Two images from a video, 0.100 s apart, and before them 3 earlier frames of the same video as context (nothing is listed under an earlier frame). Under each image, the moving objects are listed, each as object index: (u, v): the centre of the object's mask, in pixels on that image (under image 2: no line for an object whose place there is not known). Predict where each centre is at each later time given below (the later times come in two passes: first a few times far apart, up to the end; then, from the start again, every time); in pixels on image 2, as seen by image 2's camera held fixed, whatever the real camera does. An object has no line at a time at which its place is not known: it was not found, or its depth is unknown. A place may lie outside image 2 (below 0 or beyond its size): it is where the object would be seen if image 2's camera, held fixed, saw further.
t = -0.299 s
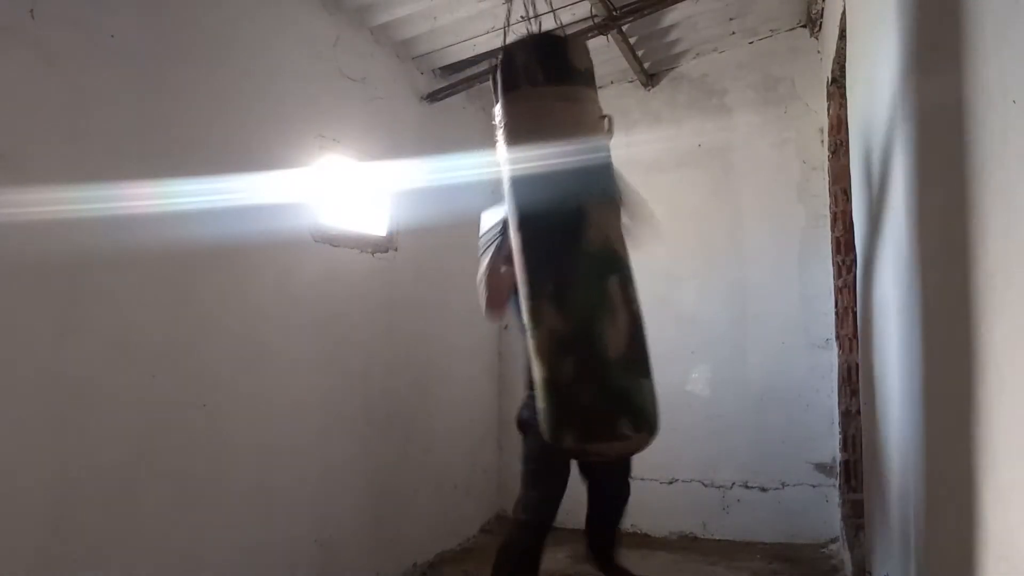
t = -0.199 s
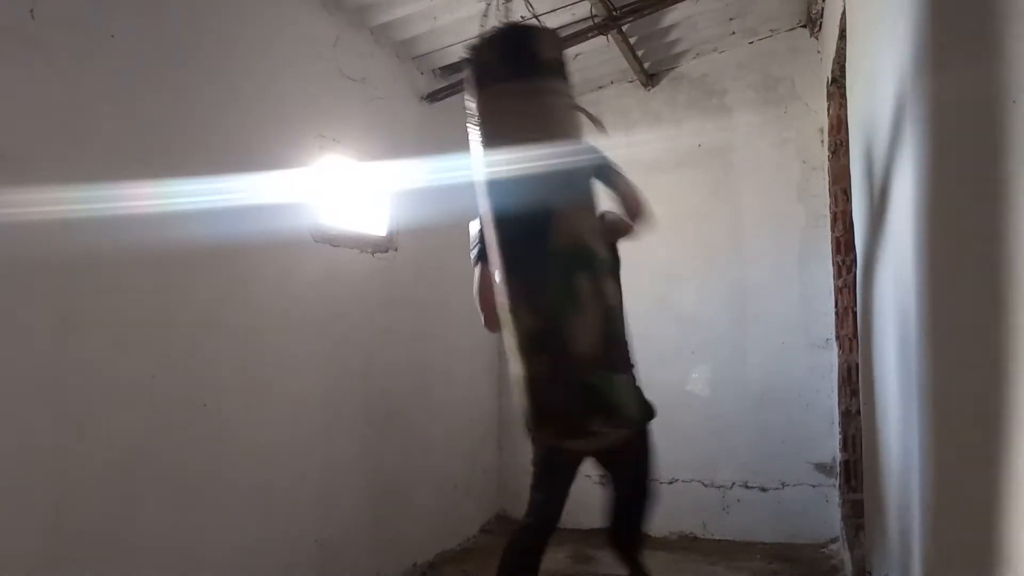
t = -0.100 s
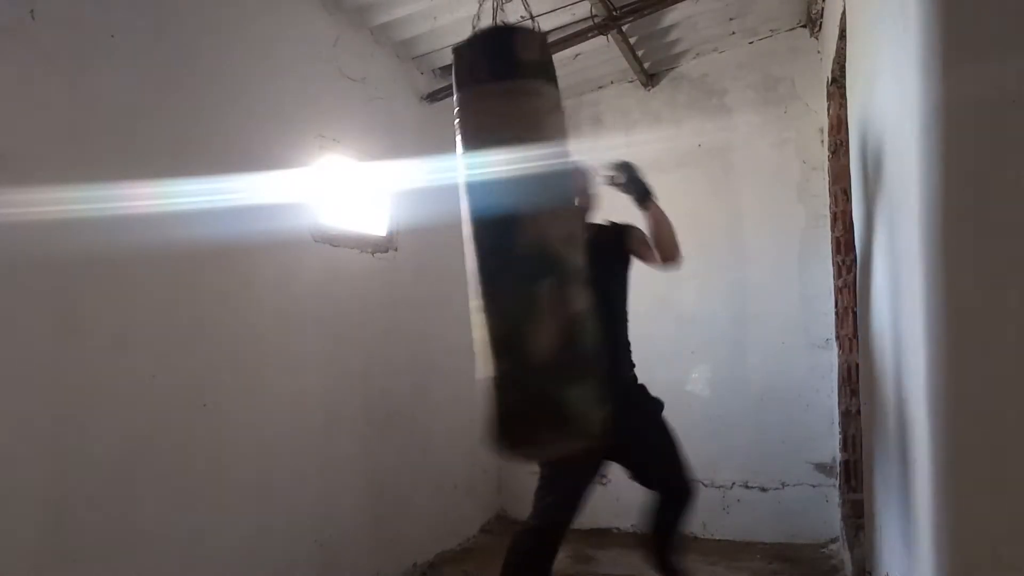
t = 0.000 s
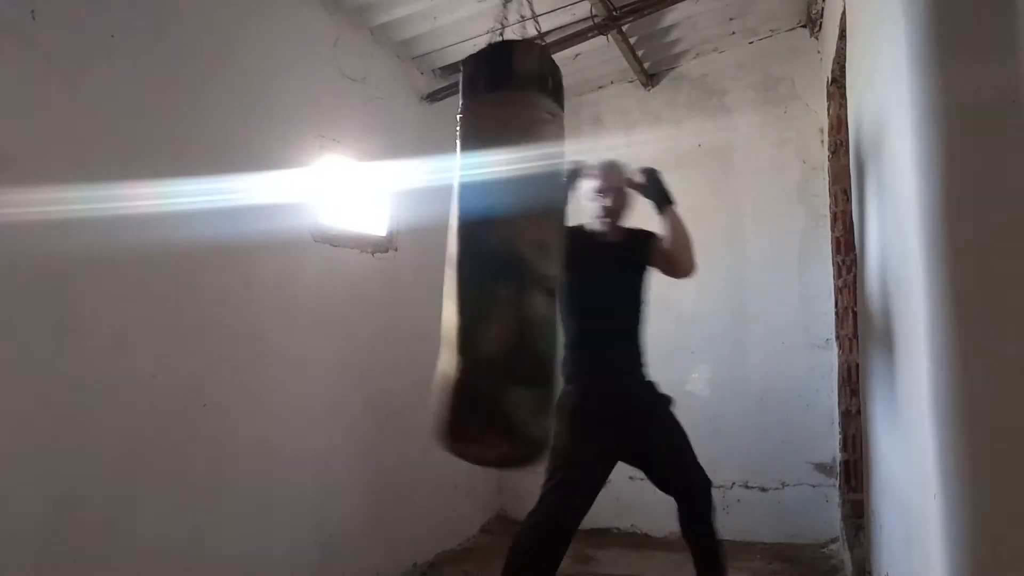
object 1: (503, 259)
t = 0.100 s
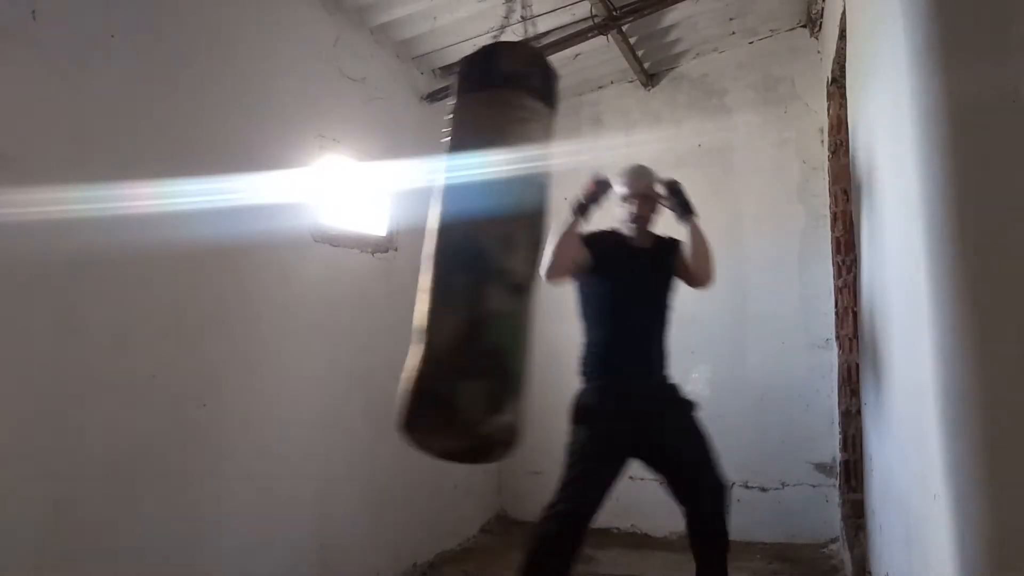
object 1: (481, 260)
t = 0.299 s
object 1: (440, 253)
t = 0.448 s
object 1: (428, 258)
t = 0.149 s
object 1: (470, 263)
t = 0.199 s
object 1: (458, 263)
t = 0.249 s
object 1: (448, 256)
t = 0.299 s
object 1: (440, 253)
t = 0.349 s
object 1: (434, 256)
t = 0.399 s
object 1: (430, 260)
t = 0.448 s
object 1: (428, 258)
